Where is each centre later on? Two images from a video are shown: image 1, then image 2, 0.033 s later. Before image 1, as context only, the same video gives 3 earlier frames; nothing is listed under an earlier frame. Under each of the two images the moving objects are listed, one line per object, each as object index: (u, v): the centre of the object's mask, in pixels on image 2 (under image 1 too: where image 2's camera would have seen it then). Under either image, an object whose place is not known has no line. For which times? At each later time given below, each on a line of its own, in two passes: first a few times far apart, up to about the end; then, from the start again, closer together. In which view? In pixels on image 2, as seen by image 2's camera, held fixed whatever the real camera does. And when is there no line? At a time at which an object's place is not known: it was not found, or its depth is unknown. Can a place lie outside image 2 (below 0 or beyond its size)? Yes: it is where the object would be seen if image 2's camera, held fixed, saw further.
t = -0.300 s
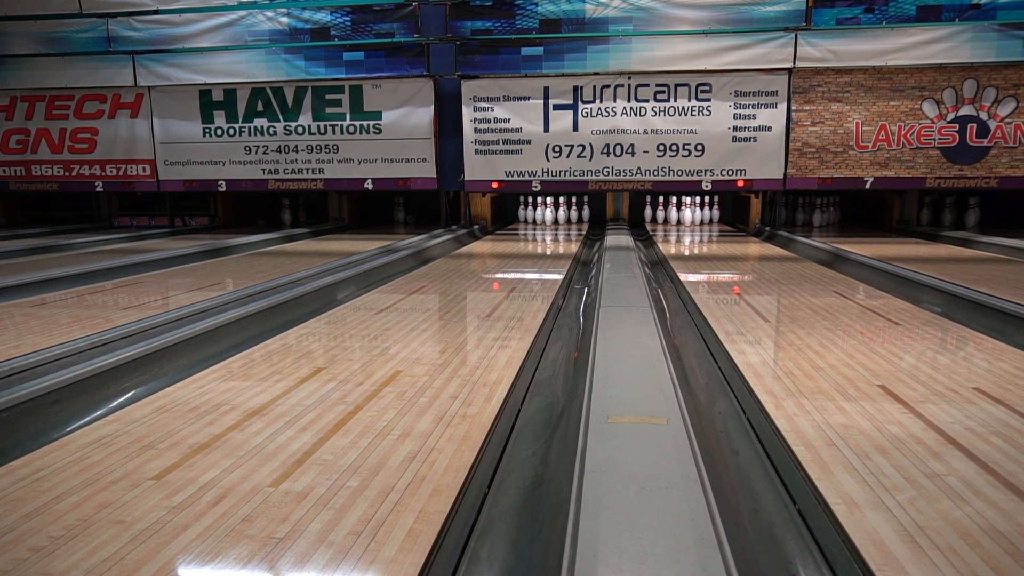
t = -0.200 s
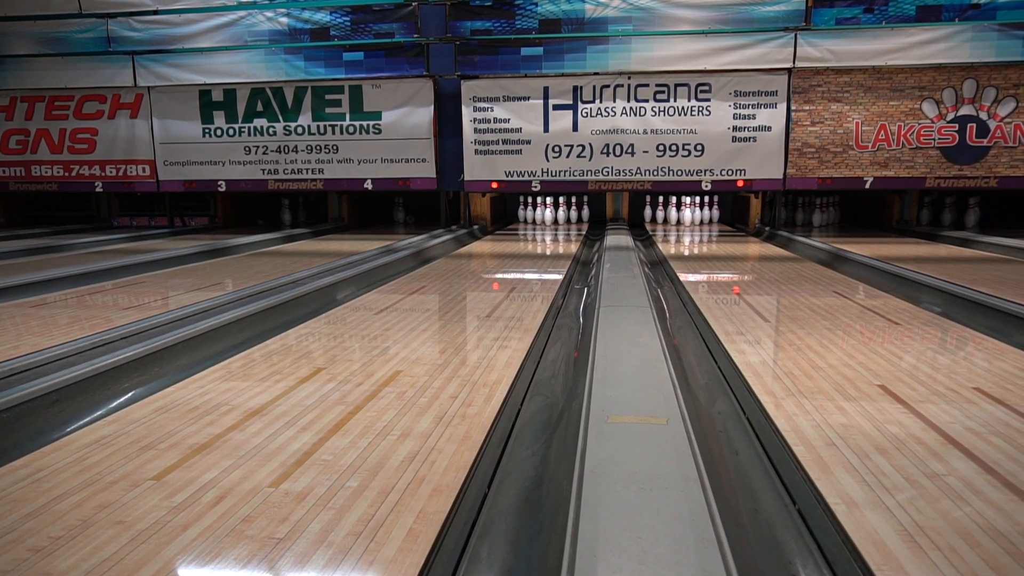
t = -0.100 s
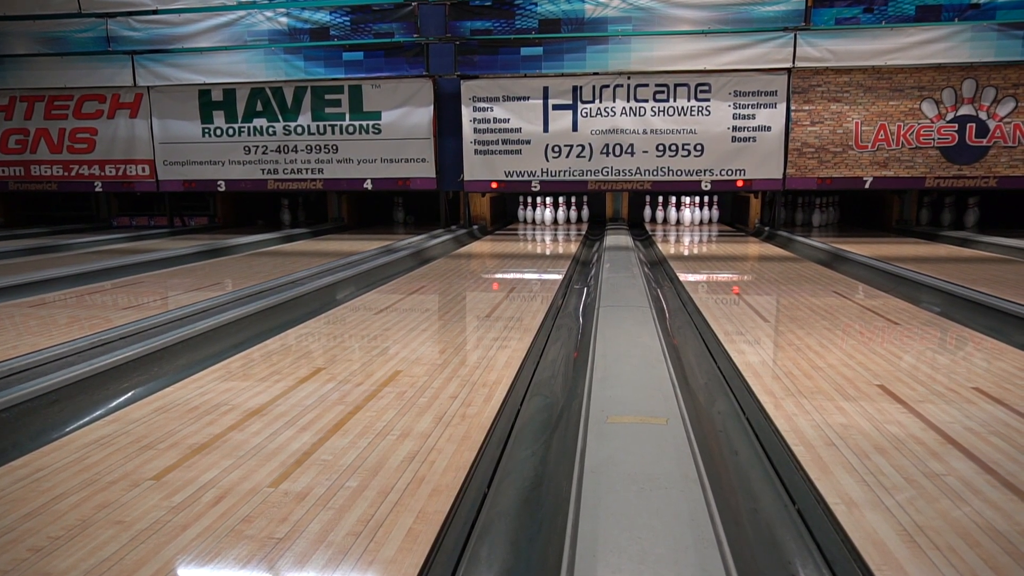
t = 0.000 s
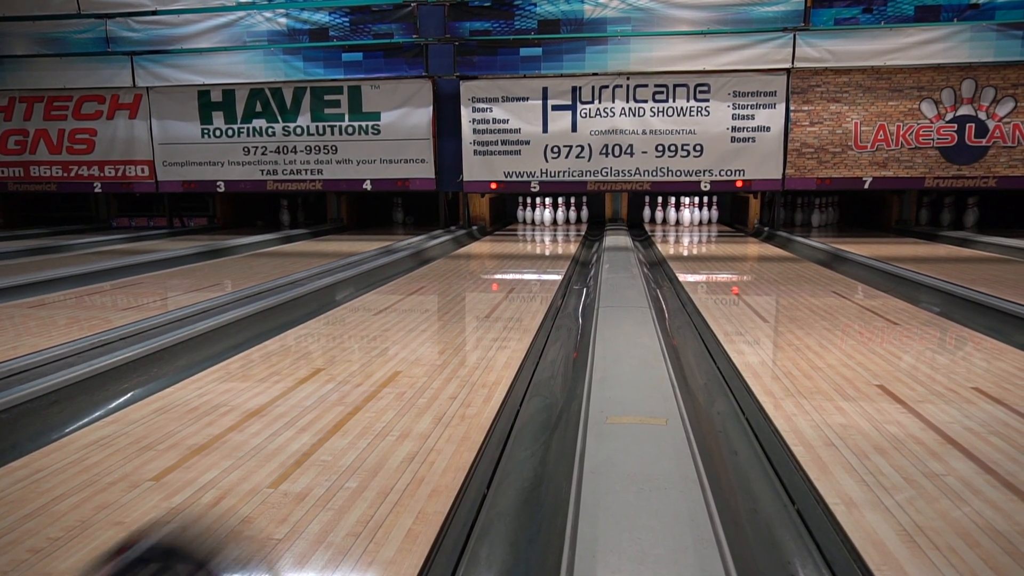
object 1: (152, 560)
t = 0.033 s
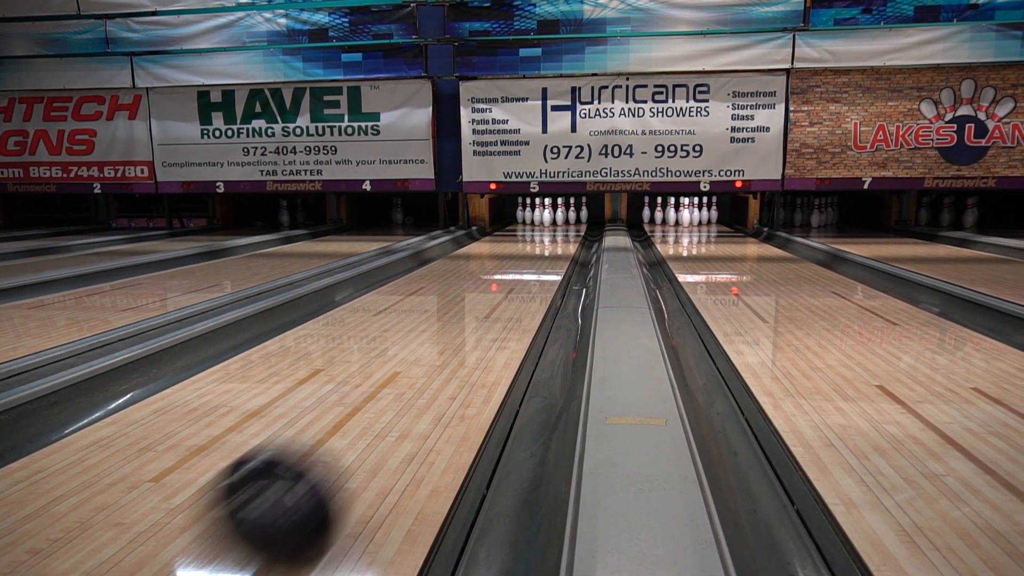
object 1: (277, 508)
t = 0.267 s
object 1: (497, 305)
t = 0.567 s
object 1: (545, 249)
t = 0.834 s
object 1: (551, 227)
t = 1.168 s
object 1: (554, 210)
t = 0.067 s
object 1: (345, 446)
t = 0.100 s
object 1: (391, 403)
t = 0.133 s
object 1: (425, 373)
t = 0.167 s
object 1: (450, 350)
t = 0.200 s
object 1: (469, 331)
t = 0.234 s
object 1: (485, 316)
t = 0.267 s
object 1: (497, 305)
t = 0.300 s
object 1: (507, 294)
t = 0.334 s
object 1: (515, 286)
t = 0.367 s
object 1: (522, 278)
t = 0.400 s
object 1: (528, 272)
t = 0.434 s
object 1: (532, 266)
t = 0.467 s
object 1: (537, 261)
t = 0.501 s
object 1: (540, 256)
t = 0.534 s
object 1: (542, 252)
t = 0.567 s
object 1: (545, 249)
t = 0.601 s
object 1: (547, 246)
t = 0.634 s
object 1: (548, 243)
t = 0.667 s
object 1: (549, 239)
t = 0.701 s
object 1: (550, 237)
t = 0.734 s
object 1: (550, 235)
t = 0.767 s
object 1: (551, 232)
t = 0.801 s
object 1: (551, 229)
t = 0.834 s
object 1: (551, 227)
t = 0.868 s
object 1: (551, 225)
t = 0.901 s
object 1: (551, 223)
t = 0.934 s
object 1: (552, 221)
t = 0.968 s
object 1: (551, 219)
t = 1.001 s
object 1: (551, 218)
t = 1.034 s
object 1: (552, 216)
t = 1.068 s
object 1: (552, 214)
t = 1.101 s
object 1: (552, 212)
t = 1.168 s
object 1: (554, 210)
